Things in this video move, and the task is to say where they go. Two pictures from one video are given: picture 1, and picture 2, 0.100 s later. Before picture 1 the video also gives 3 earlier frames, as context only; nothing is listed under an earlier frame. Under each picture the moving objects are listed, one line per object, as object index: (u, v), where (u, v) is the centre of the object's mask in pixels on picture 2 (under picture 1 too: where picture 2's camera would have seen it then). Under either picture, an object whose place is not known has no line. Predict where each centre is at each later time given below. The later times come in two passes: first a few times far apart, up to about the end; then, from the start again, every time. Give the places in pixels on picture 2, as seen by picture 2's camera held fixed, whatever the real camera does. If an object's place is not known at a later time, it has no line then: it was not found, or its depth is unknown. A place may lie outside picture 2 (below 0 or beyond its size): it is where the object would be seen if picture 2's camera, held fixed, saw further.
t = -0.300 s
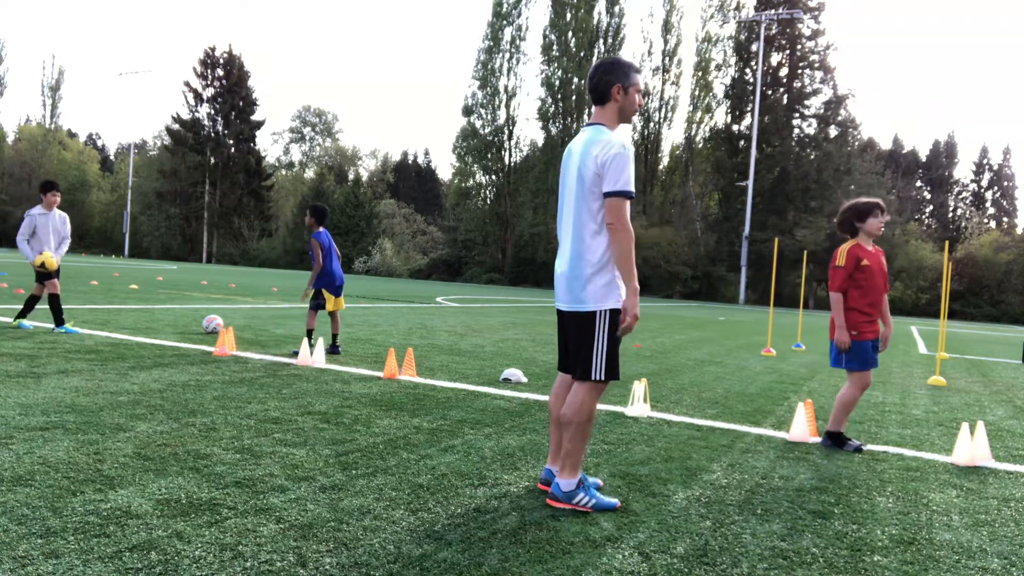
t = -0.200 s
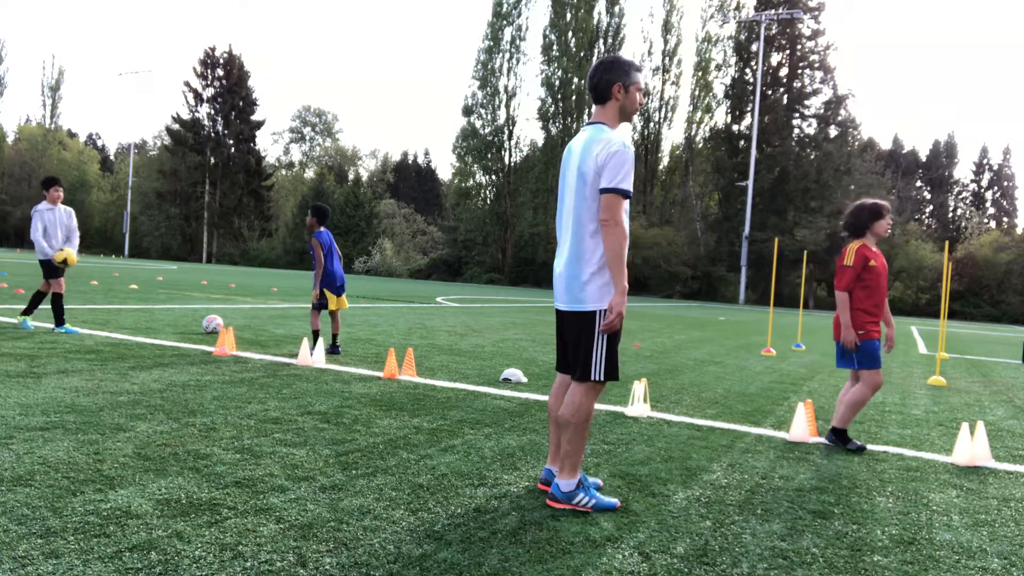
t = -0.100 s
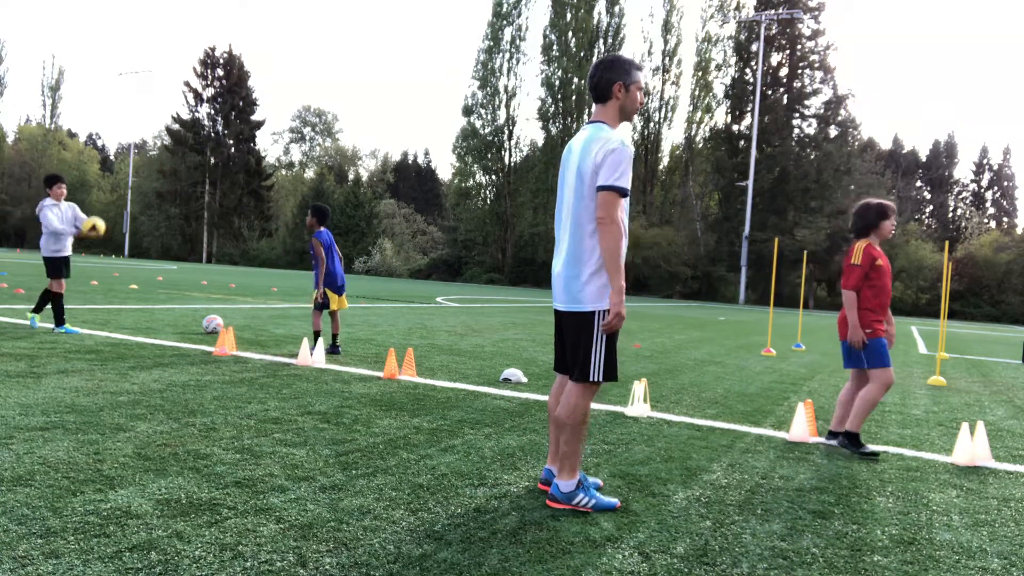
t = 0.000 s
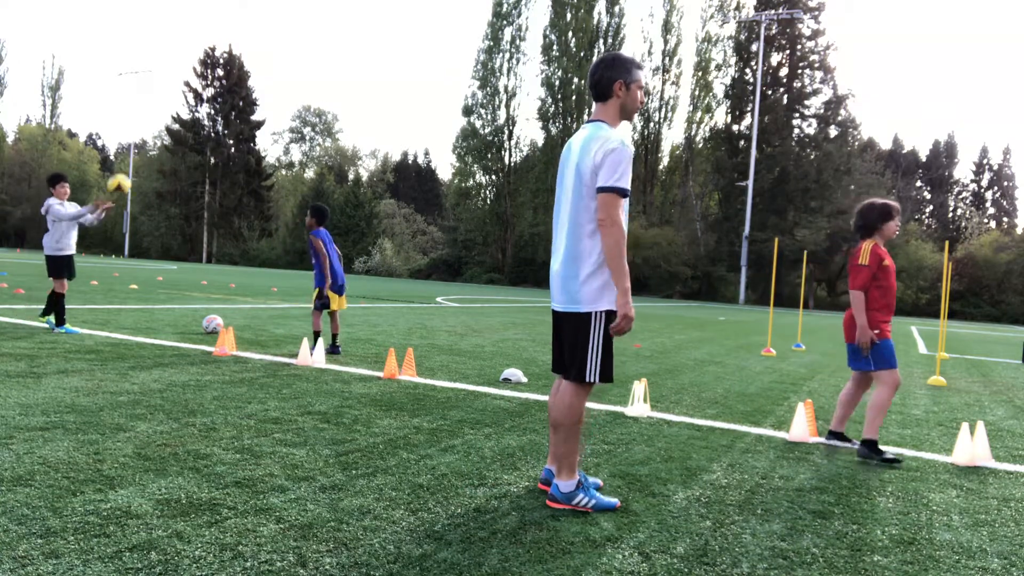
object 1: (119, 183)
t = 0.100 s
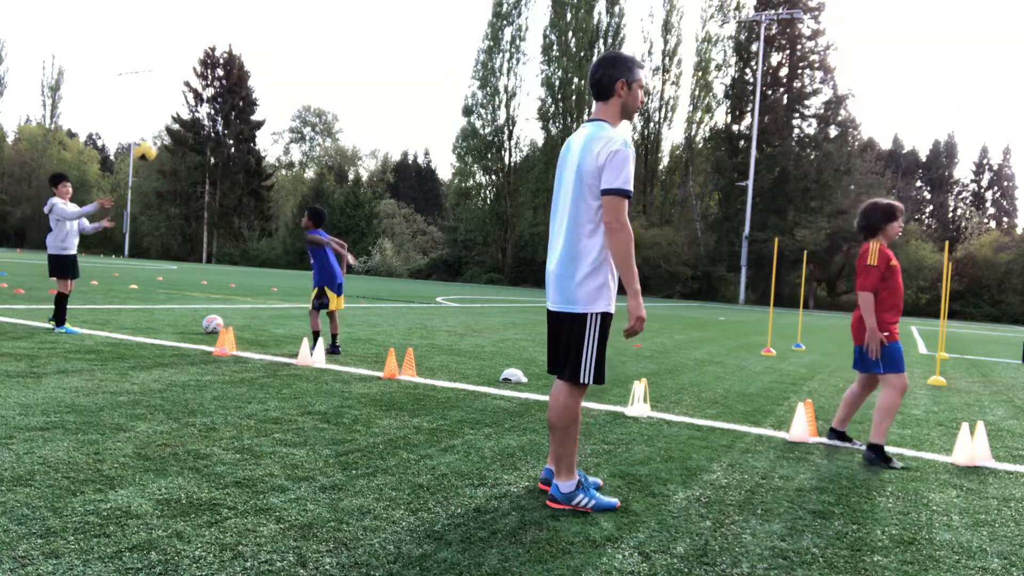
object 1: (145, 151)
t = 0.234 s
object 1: (177, 122)
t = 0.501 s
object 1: (240, 115)
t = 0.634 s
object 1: (271, 140)
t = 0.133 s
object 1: (153, 143)
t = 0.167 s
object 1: (162, 135)
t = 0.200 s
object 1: (170, 128)
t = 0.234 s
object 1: (177, 122)
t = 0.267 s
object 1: (185, 117)
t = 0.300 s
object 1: (194, 113)
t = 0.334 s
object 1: (202, 110)
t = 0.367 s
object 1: (210, 109)
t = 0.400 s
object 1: (217, 109)
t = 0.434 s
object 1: (225, 110)
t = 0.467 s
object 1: (233, 112)
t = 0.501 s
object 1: (240, 115)
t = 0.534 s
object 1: (247, 119)
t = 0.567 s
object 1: (254, 126)
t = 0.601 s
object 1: (262, 131)
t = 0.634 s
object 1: (271, 140)
